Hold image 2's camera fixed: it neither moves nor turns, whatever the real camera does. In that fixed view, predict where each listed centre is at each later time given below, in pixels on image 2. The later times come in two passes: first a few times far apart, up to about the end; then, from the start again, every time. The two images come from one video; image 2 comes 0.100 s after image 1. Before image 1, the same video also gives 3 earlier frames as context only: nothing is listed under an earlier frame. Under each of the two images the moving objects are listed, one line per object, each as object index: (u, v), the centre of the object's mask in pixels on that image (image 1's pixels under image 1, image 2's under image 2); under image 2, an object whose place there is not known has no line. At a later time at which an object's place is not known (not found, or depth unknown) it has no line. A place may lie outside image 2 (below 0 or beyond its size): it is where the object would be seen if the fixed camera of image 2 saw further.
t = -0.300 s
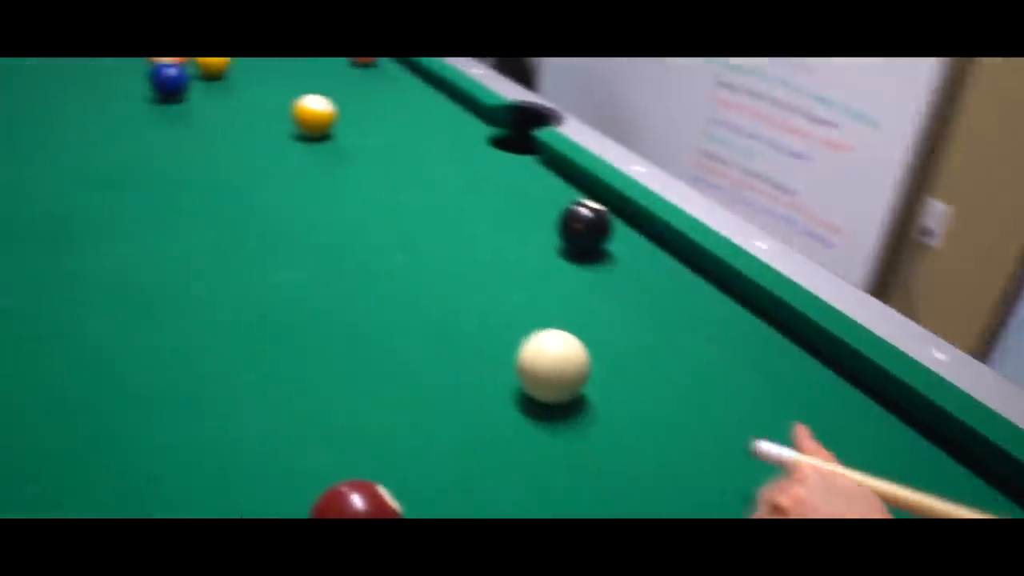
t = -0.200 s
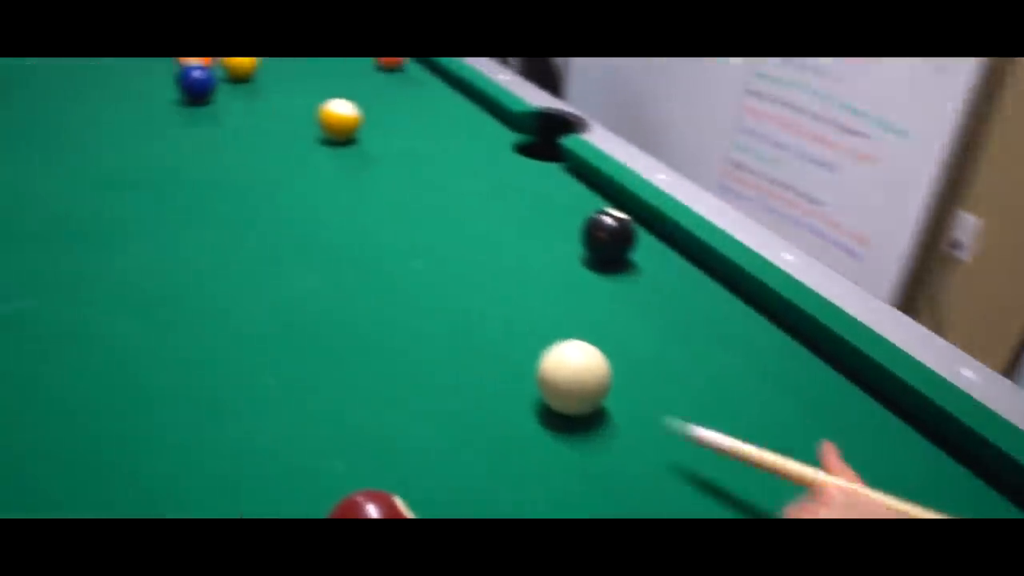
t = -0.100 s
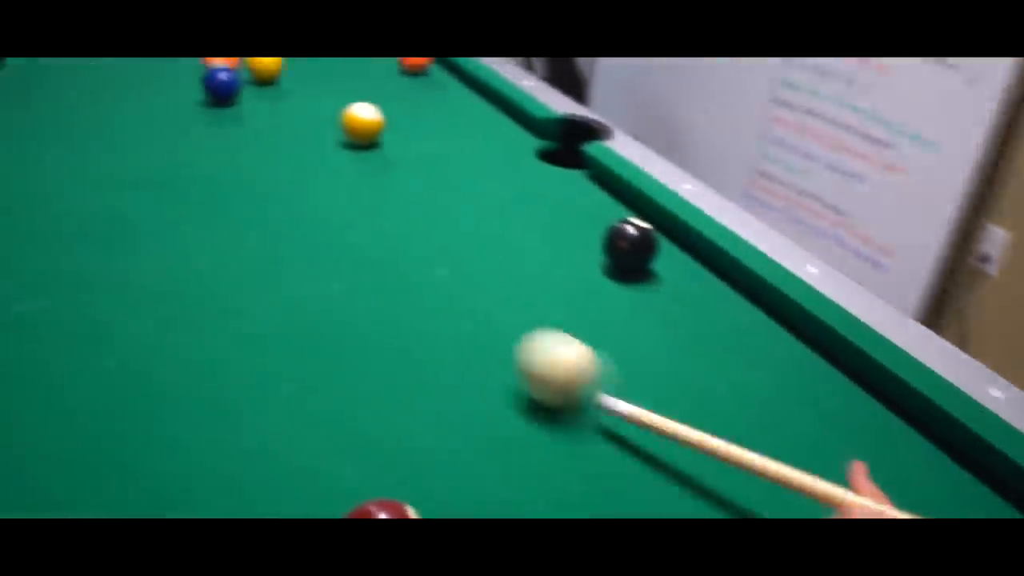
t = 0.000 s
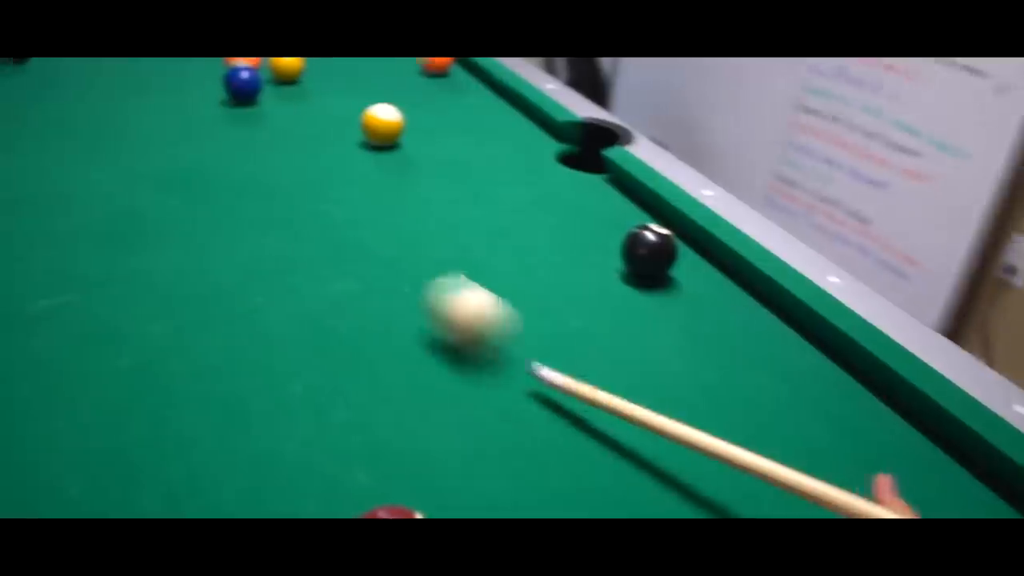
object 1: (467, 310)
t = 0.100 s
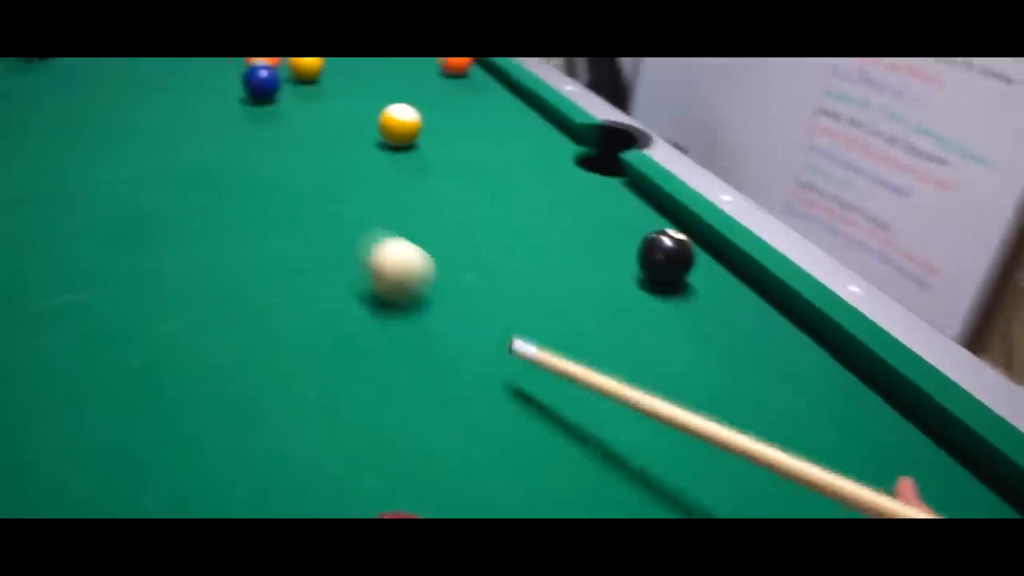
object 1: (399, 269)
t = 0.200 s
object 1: (327, 226)
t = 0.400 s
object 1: (222, 167)
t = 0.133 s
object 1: (375, 255)
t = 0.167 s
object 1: (349, 238)
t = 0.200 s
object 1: (327, 226)
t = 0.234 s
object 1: (307, 216)
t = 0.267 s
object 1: (288, 205)
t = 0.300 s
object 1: (270, 194)
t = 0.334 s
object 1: (253, 184)
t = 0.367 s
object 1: (237, 175)
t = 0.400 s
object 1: (222, 167)
